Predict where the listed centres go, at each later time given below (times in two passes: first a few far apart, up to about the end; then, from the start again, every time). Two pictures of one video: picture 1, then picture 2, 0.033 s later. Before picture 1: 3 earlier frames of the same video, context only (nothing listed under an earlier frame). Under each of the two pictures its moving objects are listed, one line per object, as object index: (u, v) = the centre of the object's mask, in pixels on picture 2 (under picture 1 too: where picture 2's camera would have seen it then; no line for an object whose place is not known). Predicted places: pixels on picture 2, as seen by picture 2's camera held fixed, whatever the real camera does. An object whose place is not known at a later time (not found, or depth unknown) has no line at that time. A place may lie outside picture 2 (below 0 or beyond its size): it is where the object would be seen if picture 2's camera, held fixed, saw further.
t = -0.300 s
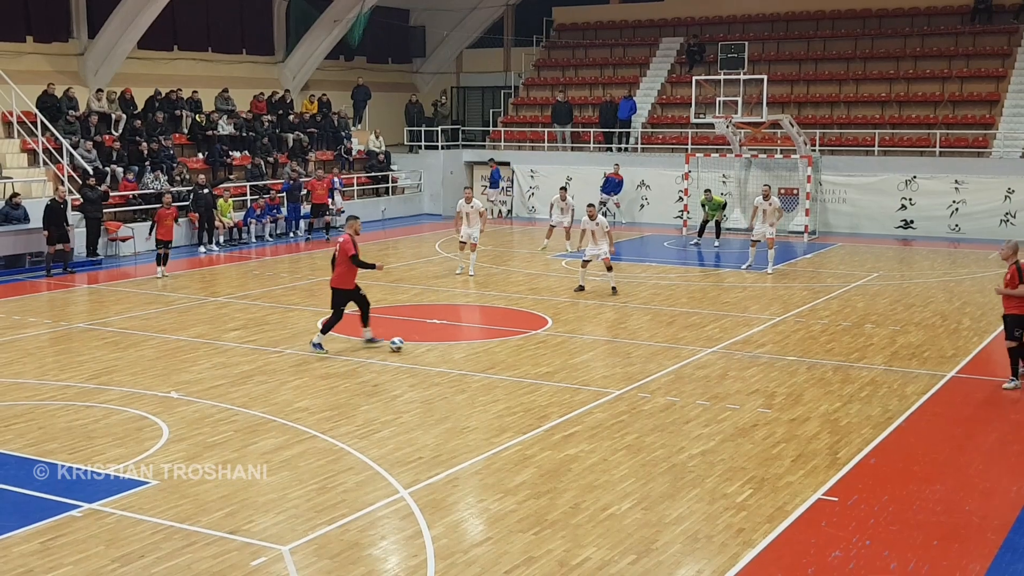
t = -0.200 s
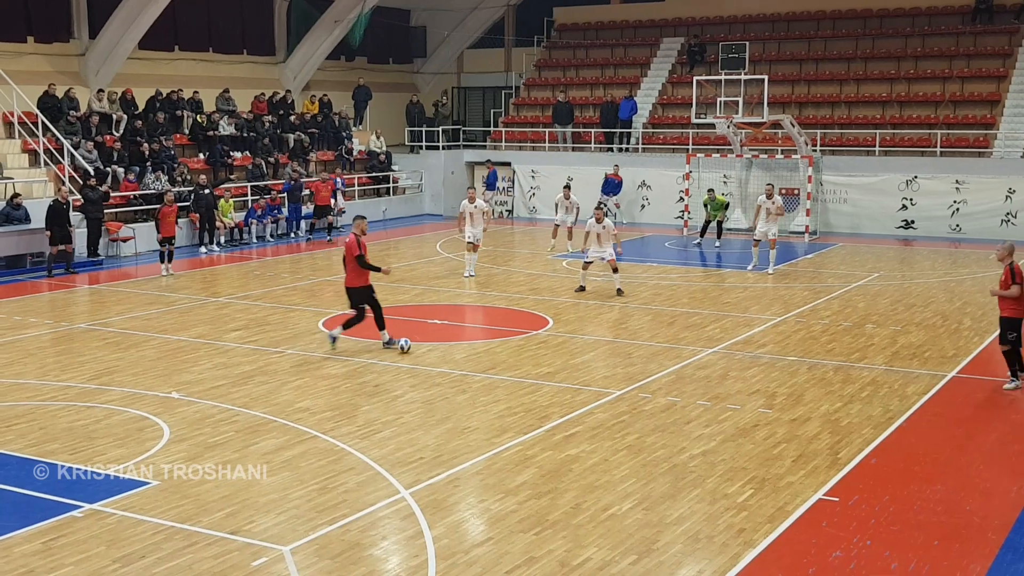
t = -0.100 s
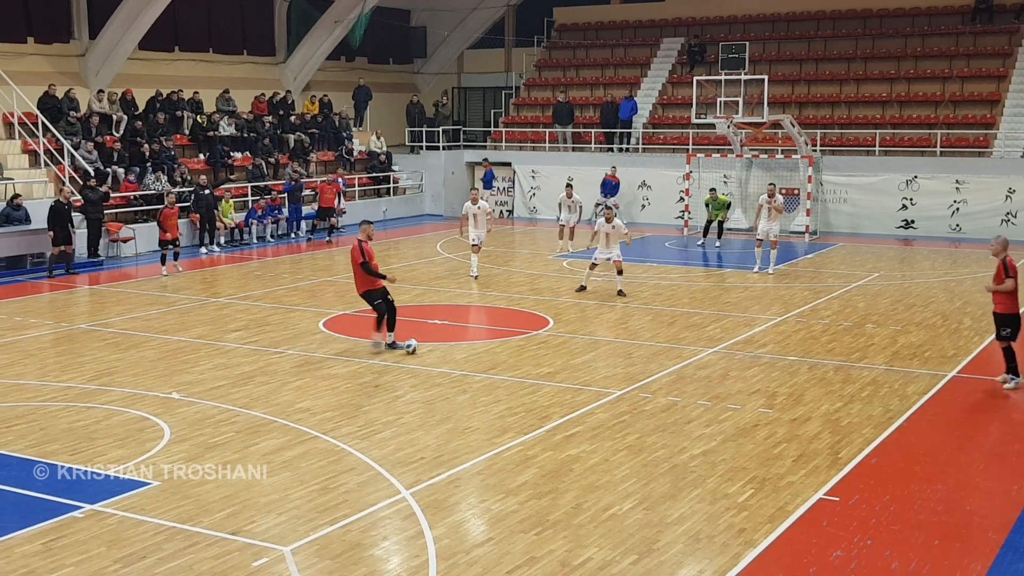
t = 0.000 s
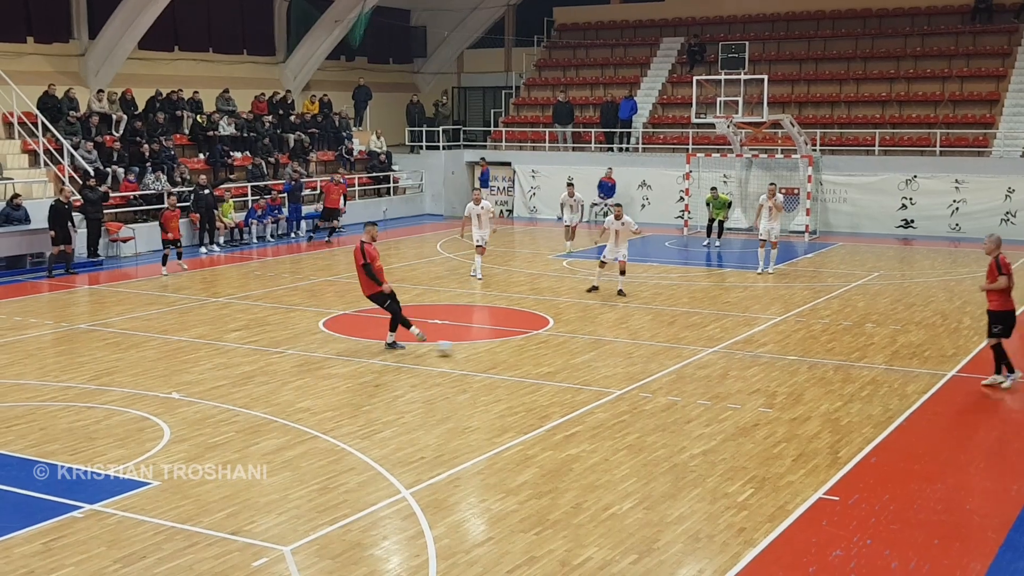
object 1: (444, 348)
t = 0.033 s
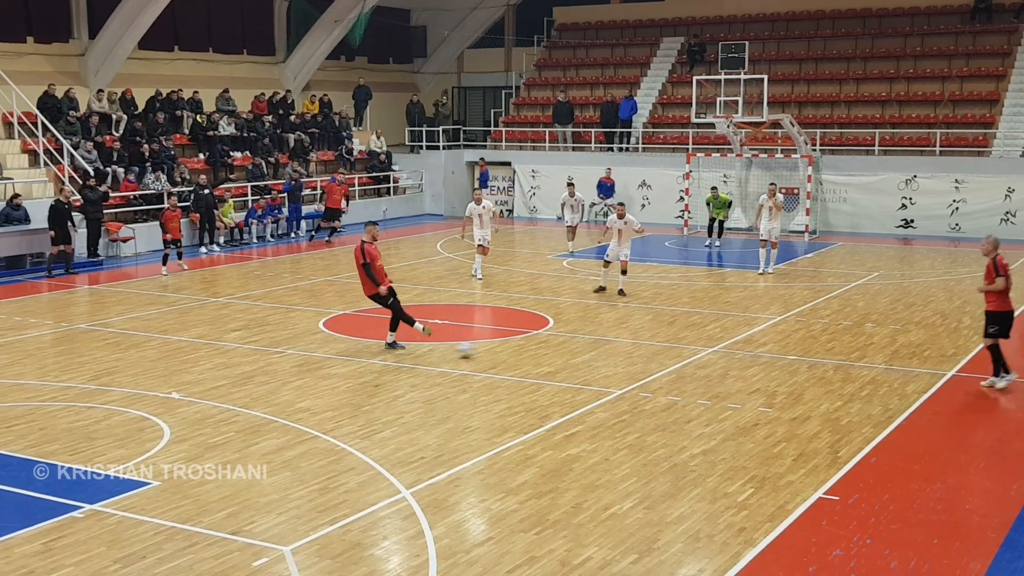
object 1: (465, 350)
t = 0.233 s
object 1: (583, 359)
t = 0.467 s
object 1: (710, 369)
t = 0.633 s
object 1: (793, 375)
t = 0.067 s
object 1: (486, 351)
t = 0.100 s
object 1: (505, 353)
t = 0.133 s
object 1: (525, 354)
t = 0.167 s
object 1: (545, 356)
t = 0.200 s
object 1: (564, 358)
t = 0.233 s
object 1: (583, 359)
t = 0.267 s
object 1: (602, 360)
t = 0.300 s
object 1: (620, 362)
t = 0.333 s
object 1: (639, 363)
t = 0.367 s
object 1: (657, 365)
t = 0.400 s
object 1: (674, 366)
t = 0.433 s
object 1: (692, 368)
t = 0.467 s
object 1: (710, 369)
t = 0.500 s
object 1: (727, 370)
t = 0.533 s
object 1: (744, 371)
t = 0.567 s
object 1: (760, 372)
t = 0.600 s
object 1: (776, 373)
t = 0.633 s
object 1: (793, 375)
